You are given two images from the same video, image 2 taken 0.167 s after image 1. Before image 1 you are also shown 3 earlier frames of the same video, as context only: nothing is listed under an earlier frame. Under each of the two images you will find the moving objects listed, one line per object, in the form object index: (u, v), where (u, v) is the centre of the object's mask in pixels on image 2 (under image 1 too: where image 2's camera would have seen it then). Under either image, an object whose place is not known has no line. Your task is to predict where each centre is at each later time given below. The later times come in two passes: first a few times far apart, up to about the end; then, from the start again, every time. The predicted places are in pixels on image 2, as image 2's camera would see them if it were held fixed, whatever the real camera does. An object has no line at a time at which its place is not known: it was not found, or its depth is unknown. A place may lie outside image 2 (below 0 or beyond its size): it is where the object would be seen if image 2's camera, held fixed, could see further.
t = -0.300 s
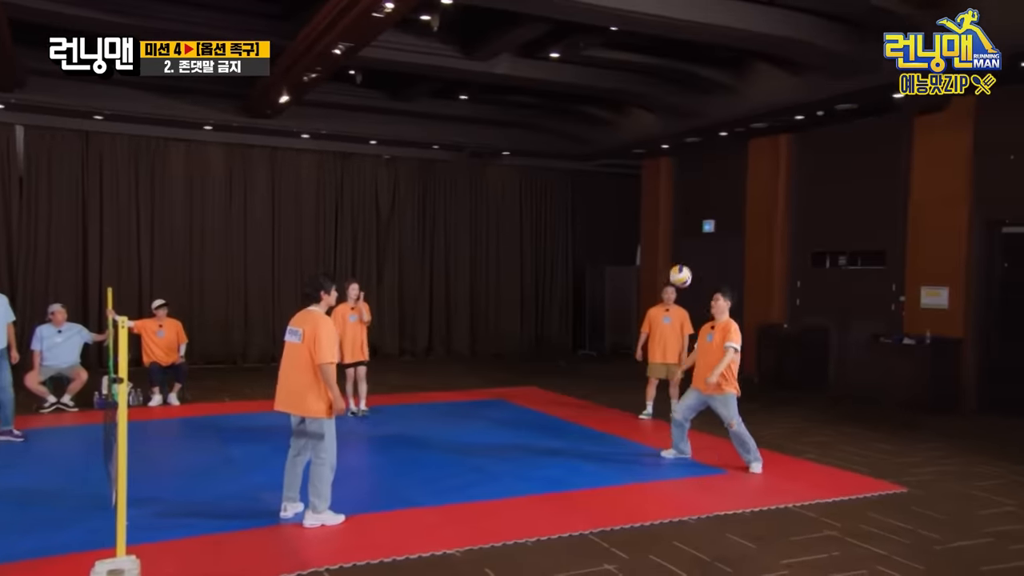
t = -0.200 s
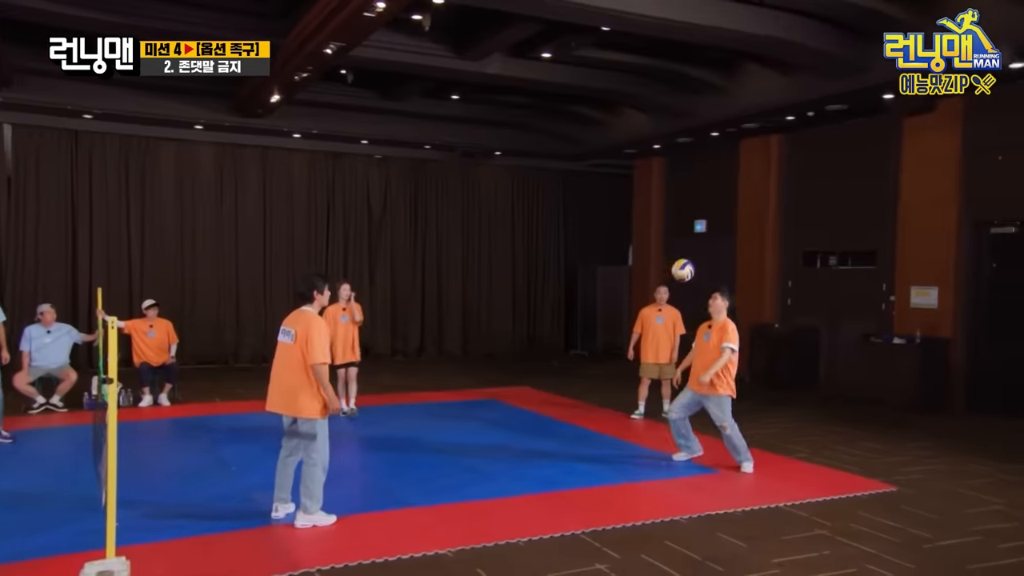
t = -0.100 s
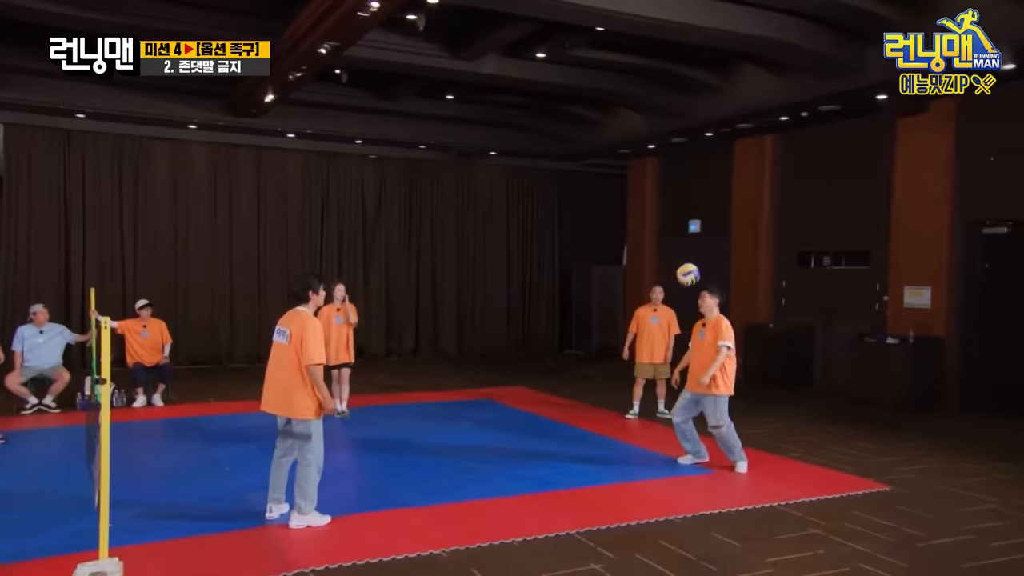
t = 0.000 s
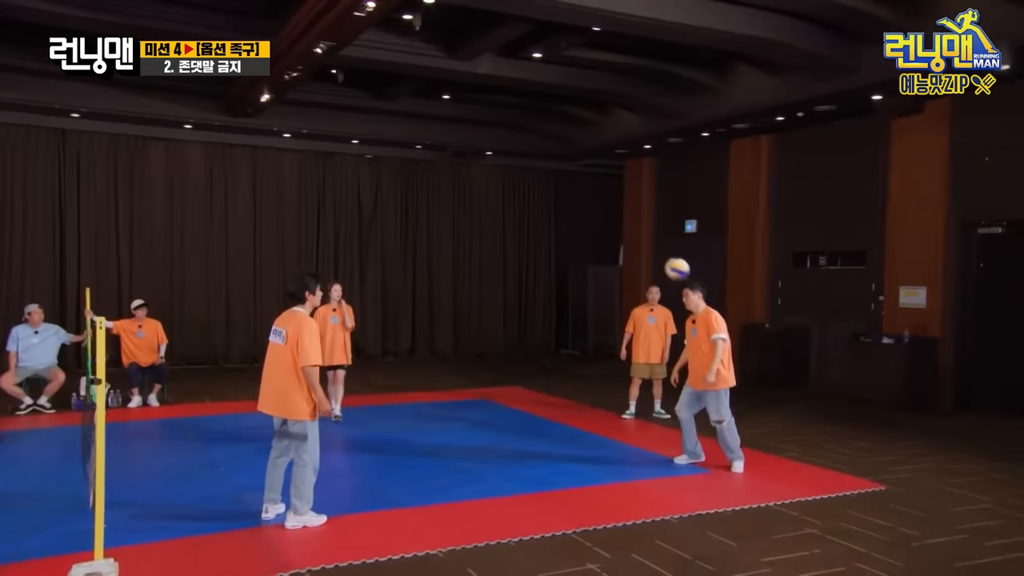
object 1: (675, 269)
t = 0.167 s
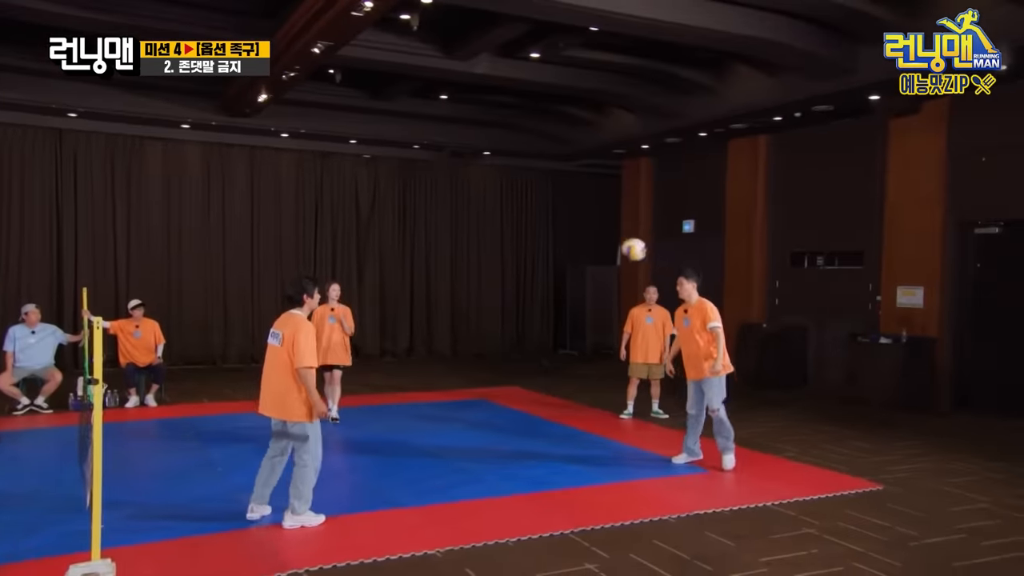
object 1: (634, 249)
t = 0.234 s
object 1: (617, 250)
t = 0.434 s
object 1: (565, 279)
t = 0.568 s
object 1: (529, 324)
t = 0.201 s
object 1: (625, 249)
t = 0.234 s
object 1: (617, 250)
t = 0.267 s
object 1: (608, 251)
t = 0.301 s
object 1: (600, 254)
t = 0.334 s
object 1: (591, 258)
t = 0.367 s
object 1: (582, 264)
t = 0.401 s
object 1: (574, 271)
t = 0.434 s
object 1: (565, 279)
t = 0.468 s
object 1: (556, 289)
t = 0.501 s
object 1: (547, 299)
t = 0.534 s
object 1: (538, 311)
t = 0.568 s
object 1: (529, 324)
